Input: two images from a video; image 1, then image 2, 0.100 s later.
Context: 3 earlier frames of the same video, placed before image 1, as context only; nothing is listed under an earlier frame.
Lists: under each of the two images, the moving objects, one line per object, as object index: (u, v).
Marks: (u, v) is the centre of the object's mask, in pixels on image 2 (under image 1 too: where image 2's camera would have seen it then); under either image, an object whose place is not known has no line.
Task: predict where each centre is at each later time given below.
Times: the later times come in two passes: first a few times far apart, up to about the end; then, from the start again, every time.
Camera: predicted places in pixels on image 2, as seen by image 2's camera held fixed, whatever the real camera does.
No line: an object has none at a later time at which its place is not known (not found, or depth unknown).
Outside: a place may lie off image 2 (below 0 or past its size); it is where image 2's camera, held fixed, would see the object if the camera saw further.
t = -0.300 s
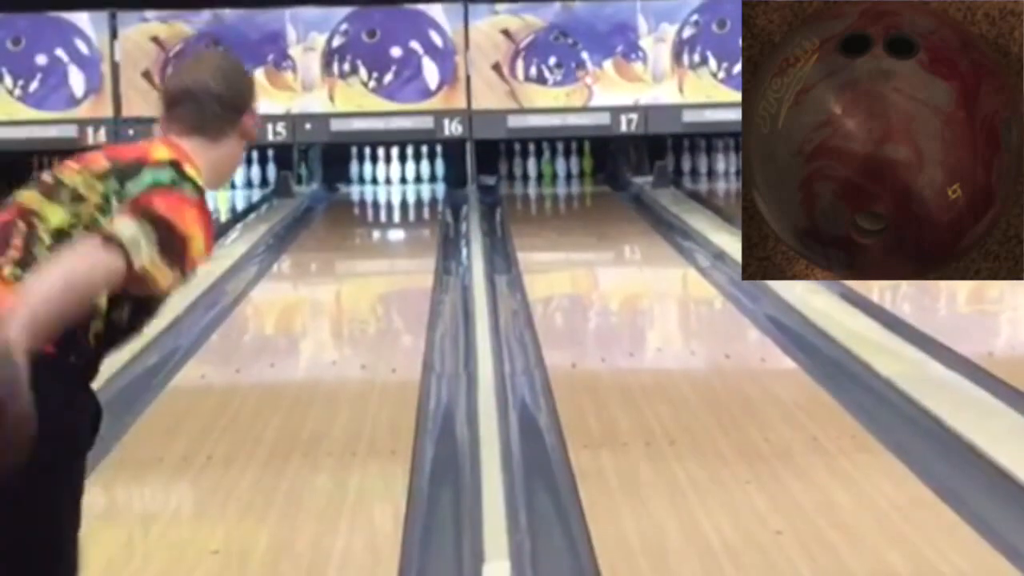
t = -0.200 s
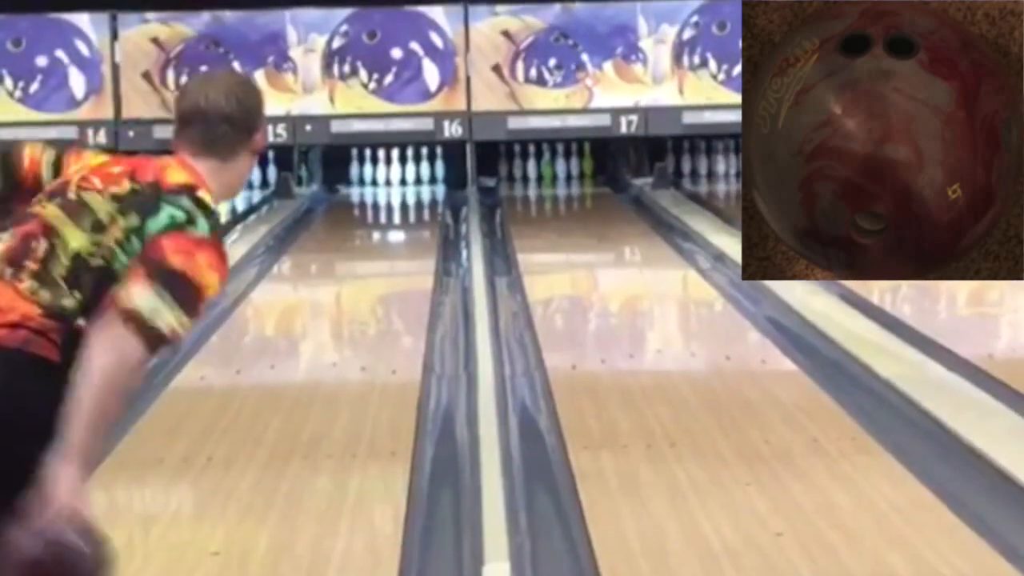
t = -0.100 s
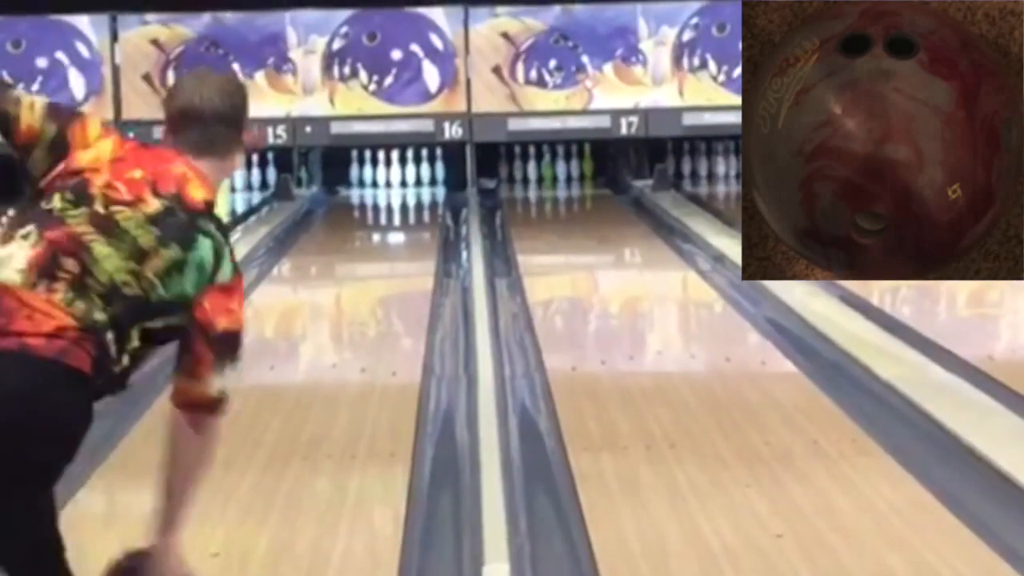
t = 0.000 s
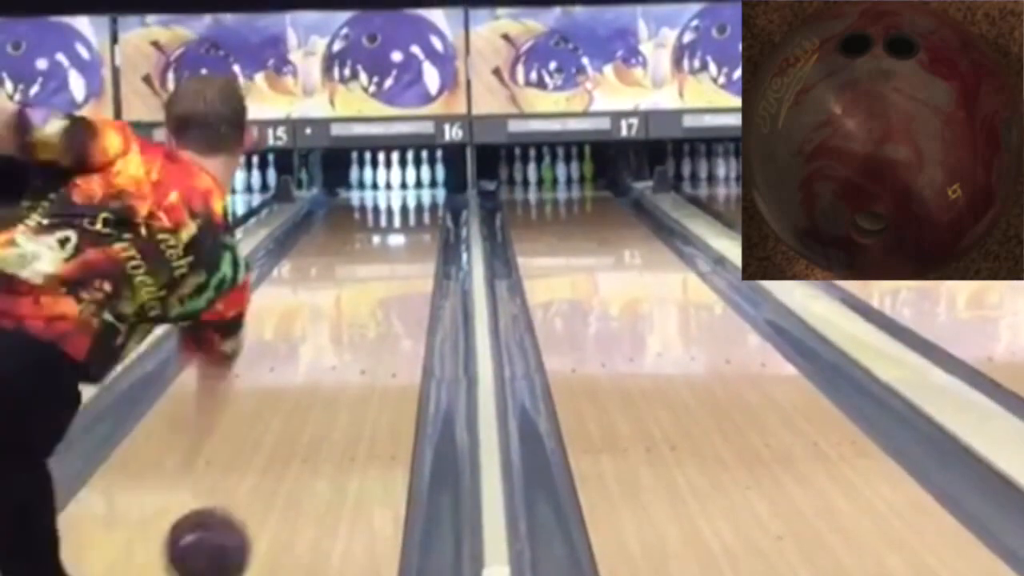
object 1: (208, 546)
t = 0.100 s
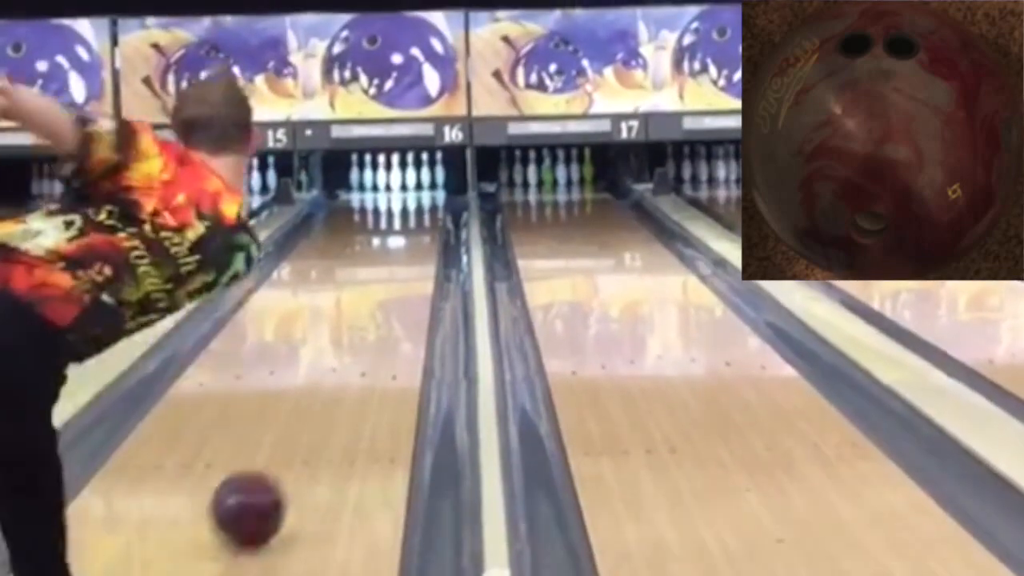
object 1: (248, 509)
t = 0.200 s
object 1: (279, 462)
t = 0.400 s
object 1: (325, 392)
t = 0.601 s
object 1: (357, 342)
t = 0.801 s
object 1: (380, 307)
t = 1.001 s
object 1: (396, 280)
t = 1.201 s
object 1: (408, 257)
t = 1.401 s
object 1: (416, 242)
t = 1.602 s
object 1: (419, 226)
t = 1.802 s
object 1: (423, 215)
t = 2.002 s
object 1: (423, 206)
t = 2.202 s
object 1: (417, 199)
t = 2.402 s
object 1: (410, 190)
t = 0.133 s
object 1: (259, 491)
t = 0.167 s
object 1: (270, 476)
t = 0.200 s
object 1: (279, 462)
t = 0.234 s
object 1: (288, 448)
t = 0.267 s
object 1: (296, 436)
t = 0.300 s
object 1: (304, 424)
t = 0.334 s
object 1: (311, 412)
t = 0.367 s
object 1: (319, 402)
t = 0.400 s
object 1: (325, 392)
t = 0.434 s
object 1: (331, 382)
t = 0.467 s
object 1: (337, 373)
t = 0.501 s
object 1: (343, 364)
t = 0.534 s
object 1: (348, 356)
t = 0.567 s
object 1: (353, 349)
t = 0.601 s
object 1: (357, 342)
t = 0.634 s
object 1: (362, 335)
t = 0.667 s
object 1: (366, 329)
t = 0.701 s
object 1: (370, 323)
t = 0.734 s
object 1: (373, 317)
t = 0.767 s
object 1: (377, 312)
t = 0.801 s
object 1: (380, 307)
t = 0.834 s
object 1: (383, 302)
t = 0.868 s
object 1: (386, 297)
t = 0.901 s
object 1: (389, 293)
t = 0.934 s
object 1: (391, 288)
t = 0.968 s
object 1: (394, 284)
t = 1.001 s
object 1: (396, 280)
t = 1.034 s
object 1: (399, 275)
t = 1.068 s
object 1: (400, 271)
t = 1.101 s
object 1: (403, 267)
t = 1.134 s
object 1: (404, 264)
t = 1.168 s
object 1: (405, 262)
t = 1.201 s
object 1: (408, 257)
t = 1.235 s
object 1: (410, 254)
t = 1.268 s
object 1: (411, 251)
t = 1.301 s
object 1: (412, 248)
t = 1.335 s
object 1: (414, 246)
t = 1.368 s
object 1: (415, 245)
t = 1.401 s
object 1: (416, 242)
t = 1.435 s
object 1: (417, 239)
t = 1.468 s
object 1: (418, 237)
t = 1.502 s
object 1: (418, 234)
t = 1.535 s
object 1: (419, 231)
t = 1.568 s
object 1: (419, 228)
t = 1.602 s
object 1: (419, 226)
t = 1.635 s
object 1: (420, 224)
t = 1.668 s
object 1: (421, 223)
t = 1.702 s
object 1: (423, 221)
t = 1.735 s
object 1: (423, 218)
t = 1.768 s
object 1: (423, 217)
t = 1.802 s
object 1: (423, 215)
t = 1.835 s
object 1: (423, 212)
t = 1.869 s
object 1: (423, 212)
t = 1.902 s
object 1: (423, 209)
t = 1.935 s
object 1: (423, 208)
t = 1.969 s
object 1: (423, 206)
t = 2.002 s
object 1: (423, 206)
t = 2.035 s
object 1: (423, 204)
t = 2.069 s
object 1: (422, 203)
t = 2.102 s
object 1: (422, 203)
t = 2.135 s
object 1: (420, 201)
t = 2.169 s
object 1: (418, 200)
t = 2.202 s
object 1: (417, 199)
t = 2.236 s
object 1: (414, 195)
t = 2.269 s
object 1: (413, 194)
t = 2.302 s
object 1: (413, 194)
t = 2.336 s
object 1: (412, 191)
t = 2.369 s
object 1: (410, 191)
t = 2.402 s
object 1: (410, 190)
